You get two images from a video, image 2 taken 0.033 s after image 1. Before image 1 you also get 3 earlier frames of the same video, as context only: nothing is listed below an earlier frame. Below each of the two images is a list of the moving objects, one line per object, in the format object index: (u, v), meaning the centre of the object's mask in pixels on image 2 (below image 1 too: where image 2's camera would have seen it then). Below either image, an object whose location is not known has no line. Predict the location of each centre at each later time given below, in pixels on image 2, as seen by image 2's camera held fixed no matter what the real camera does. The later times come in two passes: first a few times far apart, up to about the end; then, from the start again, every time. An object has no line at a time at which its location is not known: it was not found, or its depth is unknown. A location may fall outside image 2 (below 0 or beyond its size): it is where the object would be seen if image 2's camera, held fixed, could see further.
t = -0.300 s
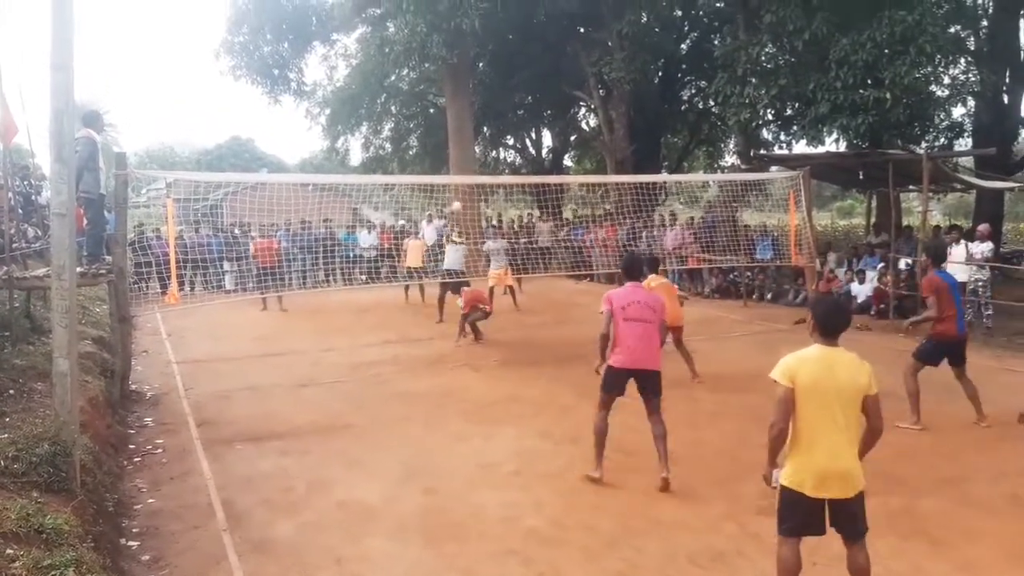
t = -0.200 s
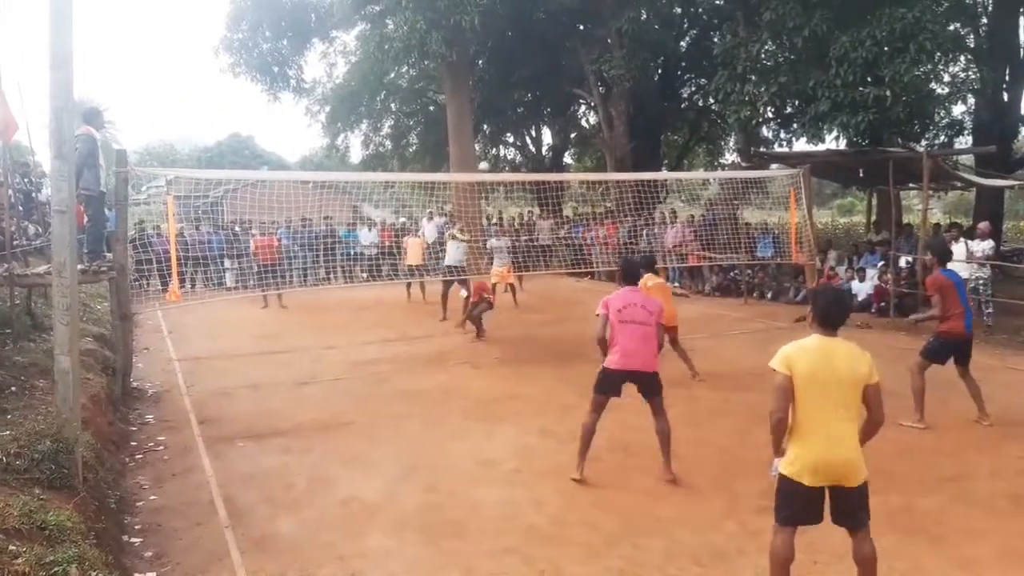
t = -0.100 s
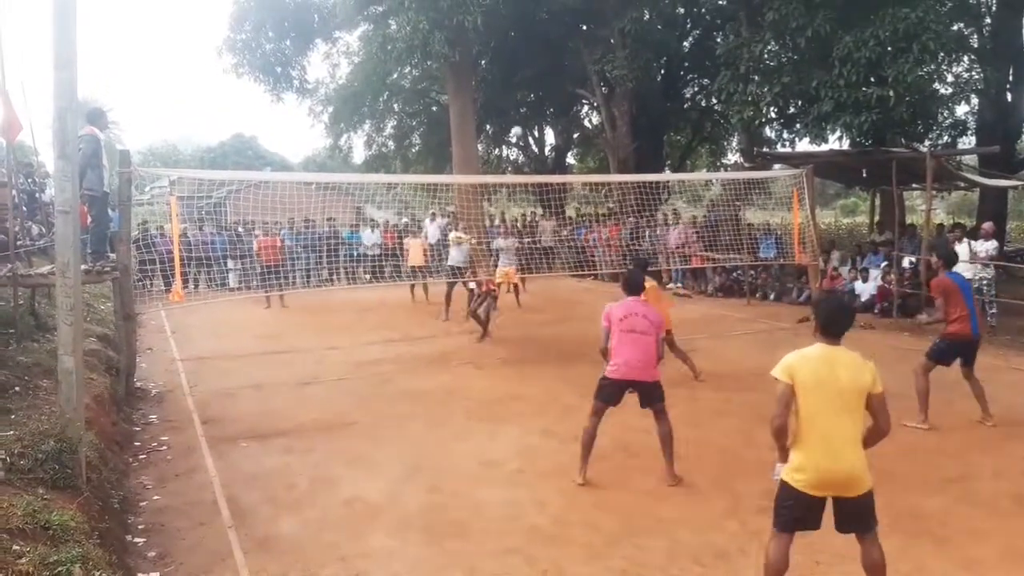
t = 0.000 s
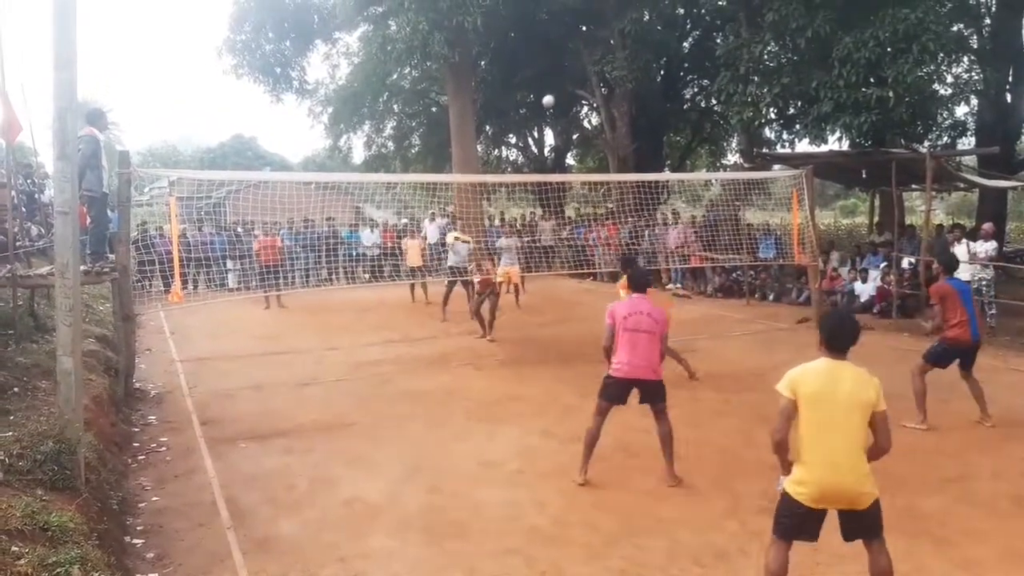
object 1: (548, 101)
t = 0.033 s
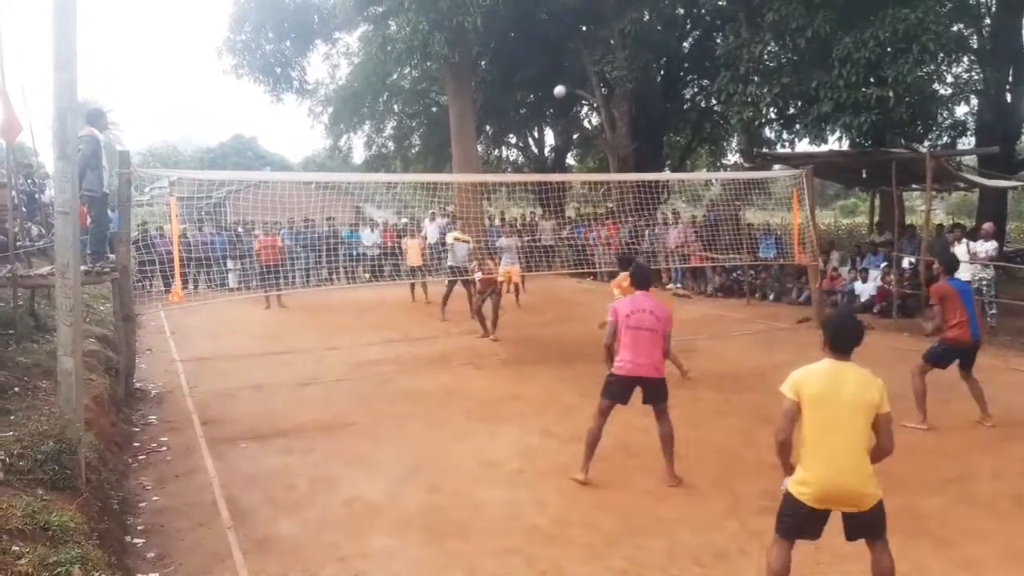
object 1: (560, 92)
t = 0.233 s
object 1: (636, 43)
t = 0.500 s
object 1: (766, 18)
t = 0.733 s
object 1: (912, 53)
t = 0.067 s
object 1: (572, 82)
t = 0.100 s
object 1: (584, 73)
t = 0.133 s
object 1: (596, 65)
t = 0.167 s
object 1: (609, 57)
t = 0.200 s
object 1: (623, 50)
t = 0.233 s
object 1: (636, 43)
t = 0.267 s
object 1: (651, 37)
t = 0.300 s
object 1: (666, 32)
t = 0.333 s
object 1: (681, 29)
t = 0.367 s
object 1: (696, 25)
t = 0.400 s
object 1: (713, 21)
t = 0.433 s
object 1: (731, 20)
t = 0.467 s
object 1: (748, 19)
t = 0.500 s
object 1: (766, 18)
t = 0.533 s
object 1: (785, 19)
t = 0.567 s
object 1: (804, 21)
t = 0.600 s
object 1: (824, 25)
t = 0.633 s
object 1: (845, 29)
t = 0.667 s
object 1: (867, 36)
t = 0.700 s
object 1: (889, 44)
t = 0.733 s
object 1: (912, 53)
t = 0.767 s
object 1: (935, 63)
